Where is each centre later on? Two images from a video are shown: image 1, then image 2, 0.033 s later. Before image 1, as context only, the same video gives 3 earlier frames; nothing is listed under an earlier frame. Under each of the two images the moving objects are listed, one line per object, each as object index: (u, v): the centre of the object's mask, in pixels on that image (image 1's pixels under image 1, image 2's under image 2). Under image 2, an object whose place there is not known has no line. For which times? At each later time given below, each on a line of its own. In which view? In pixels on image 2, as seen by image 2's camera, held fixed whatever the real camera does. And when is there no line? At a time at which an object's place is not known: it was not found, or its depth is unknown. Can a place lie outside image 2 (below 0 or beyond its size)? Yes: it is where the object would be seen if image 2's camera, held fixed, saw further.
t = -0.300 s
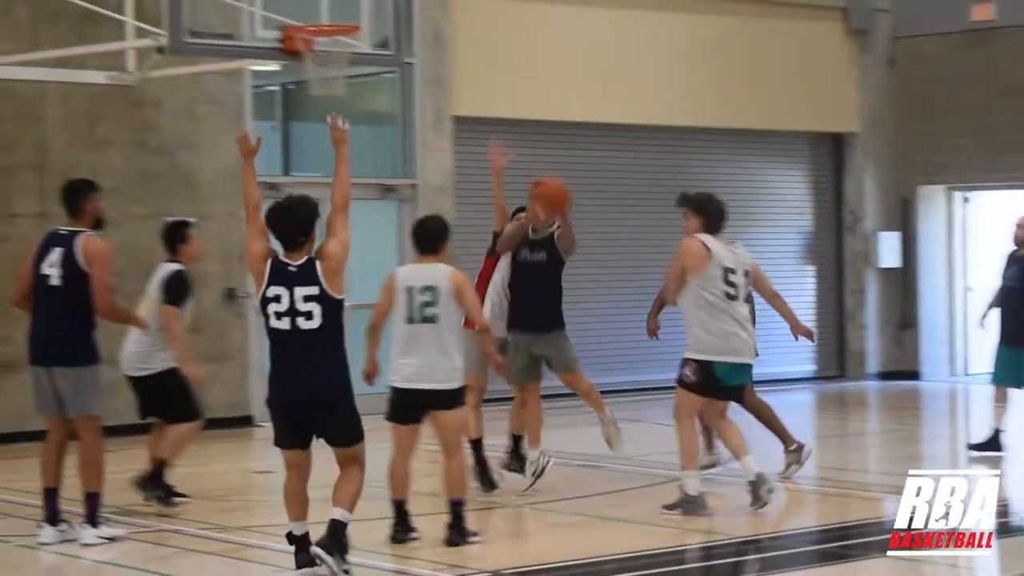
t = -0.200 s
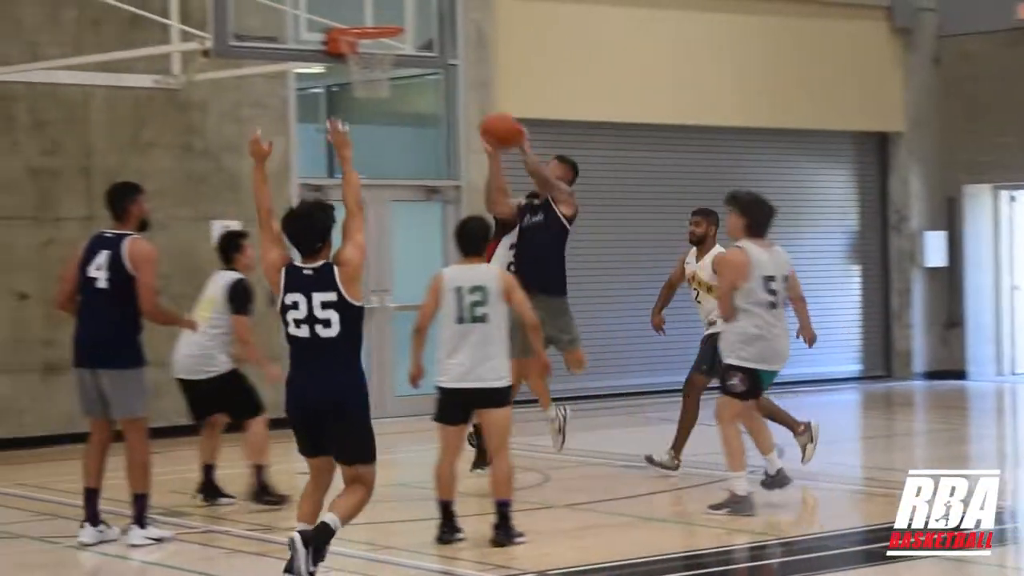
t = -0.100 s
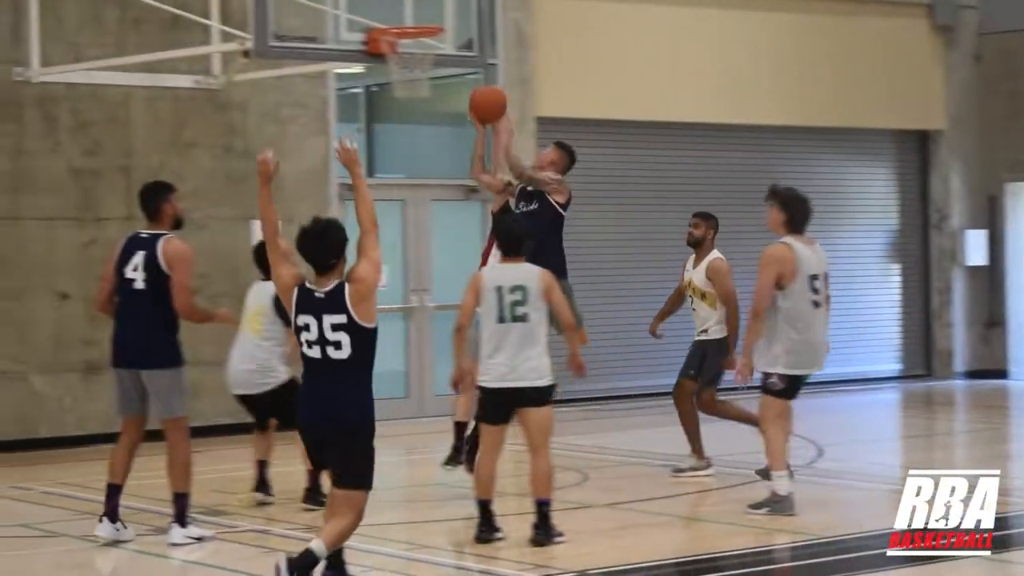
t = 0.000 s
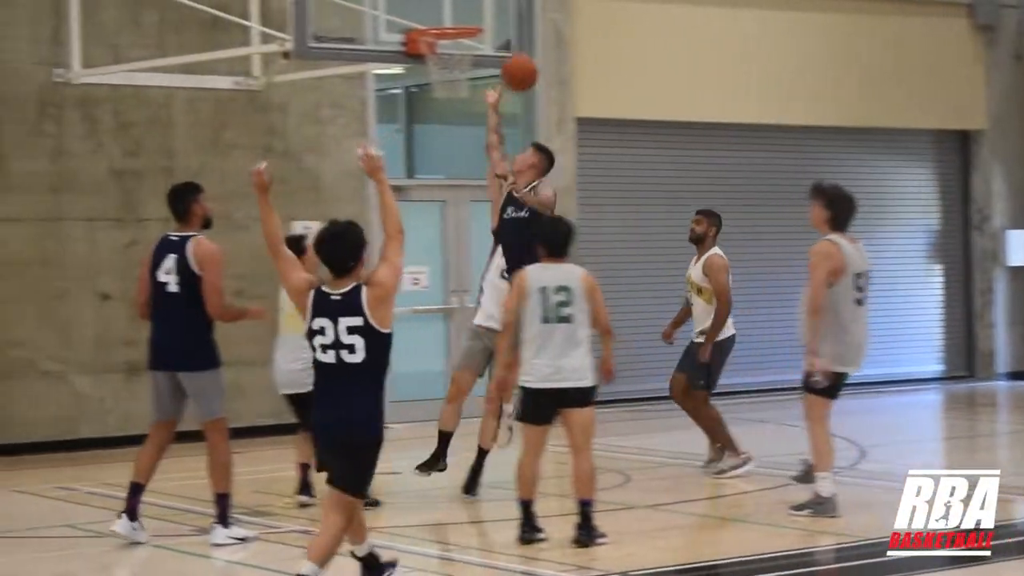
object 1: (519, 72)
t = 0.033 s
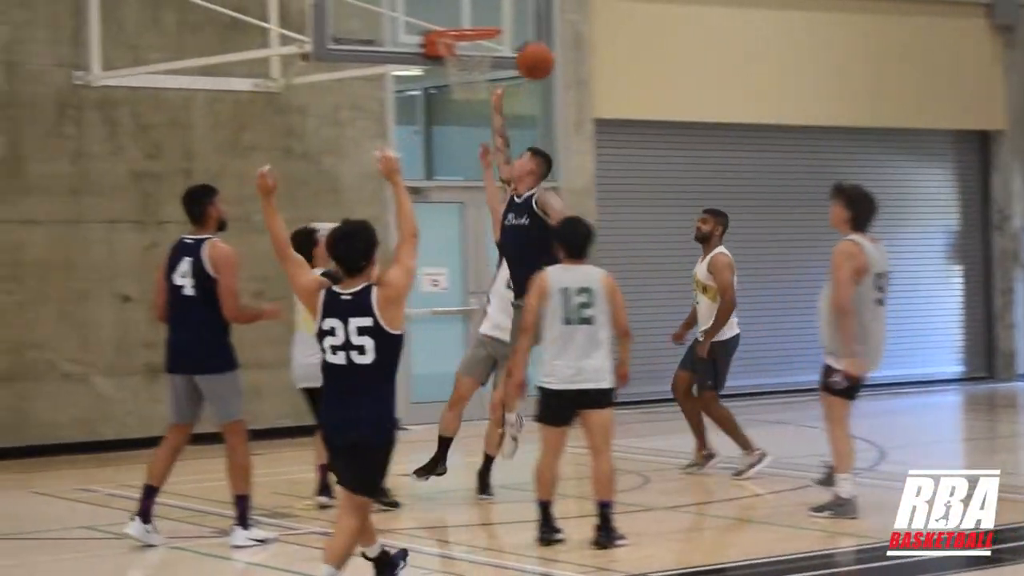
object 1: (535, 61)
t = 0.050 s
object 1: (533, 56)
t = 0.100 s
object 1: (529, 42)
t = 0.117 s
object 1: (527, 38)
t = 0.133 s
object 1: (525, 35)
